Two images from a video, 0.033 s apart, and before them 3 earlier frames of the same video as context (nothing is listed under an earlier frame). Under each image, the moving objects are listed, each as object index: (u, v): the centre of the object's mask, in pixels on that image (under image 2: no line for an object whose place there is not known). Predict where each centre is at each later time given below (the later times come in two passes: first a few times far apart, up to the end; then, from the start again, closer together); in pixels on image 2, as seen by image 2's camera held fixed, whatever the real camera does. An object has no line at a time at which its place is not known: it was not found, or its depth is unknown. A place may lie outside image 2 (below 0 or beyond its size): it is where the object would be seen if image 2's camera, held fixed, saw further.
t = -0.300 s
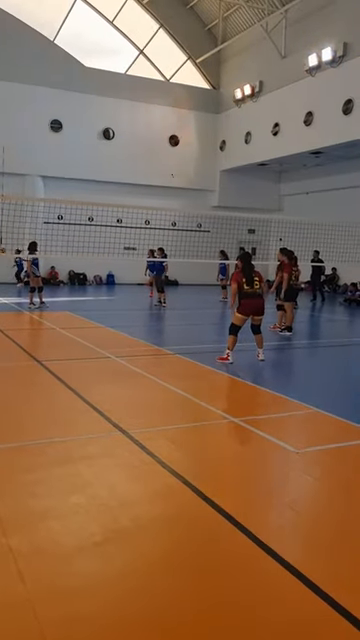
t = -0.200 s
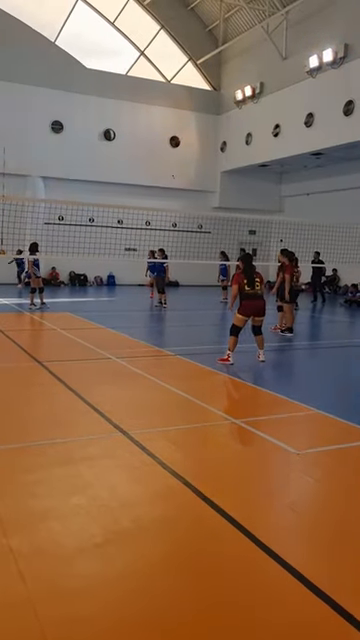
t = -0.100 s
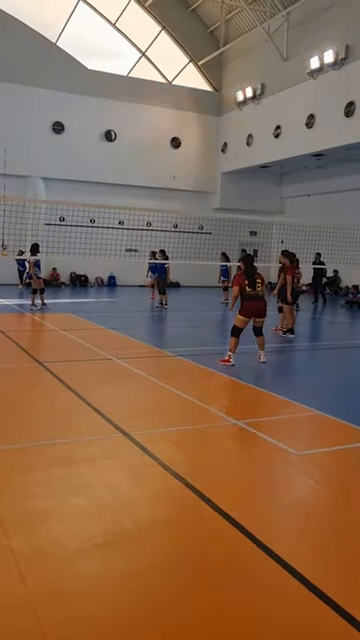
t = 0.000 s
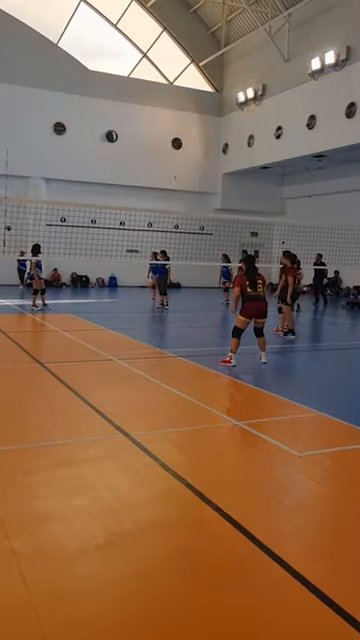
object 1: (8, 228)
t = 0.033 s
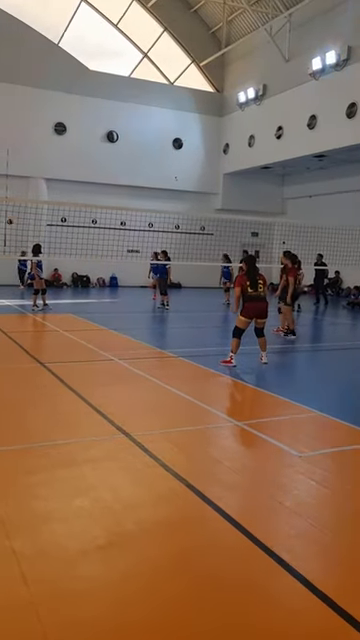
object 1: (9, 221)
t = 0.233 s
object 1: (18, 187)
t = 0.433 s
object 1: (28, 161)
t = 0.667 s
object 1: (44, 143)
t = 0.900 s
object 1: (64, 144)
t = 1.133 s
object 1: (90, 175)
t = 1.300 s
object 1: (114, 223)
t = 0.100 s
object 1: (12, 209)
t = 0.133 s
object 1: (13, 204)
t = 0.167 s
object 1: (15, 196)
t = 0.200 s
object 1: (16, 192)
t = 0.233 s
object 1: (18, 187)
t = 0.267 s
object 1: (19, 182)
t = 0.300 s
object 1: (20, 177)
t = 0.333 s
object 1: (21, 171)
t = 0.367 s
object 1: (24, 169)
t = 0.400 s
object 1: (26, 164)
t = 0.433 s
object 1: (28, 161)
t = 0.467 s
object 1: (31, 157)
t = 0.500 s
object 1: (32, 154)
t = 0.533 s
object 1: (35, 151)
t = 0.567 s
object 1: (37, 148)
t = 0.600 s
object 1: (39, 146)
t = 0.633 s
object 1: (42, 145)
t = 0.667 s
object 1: (44, 143)
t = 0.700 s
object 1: (47, 142)
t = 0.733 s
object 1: (50, 141)
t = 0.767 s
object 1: (52, 140)
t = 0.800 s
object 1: (55, 140)
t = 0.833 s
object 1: (59, 141)
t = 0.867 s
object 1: (62, 142)
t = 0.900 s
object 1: (64, 144)
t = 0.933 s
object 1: (68, 146)
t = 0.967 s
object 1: (71, 149)
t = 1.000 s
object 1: (75, 153)
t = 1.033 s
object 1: (79, 157)
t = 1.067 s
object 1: (82, 162)
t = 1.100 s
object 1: (86, 168)
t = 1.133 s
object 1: (90, 175)
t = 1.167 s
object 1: (94, 182)
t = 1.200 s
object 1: (99, 191)
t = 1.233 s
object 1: (104, 200)
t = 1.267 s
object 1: (109, 211)
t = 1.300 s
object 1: (114, 223)
